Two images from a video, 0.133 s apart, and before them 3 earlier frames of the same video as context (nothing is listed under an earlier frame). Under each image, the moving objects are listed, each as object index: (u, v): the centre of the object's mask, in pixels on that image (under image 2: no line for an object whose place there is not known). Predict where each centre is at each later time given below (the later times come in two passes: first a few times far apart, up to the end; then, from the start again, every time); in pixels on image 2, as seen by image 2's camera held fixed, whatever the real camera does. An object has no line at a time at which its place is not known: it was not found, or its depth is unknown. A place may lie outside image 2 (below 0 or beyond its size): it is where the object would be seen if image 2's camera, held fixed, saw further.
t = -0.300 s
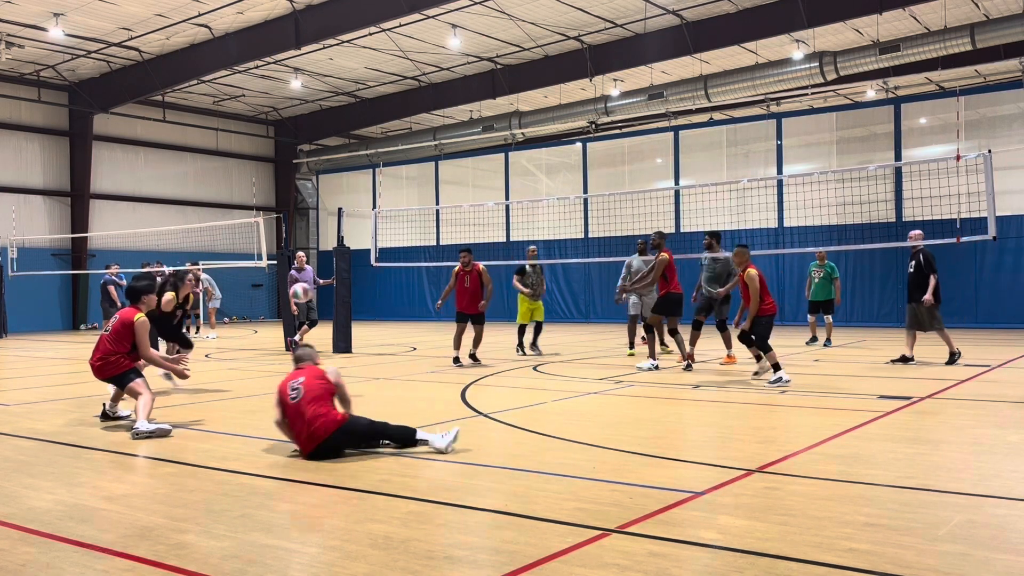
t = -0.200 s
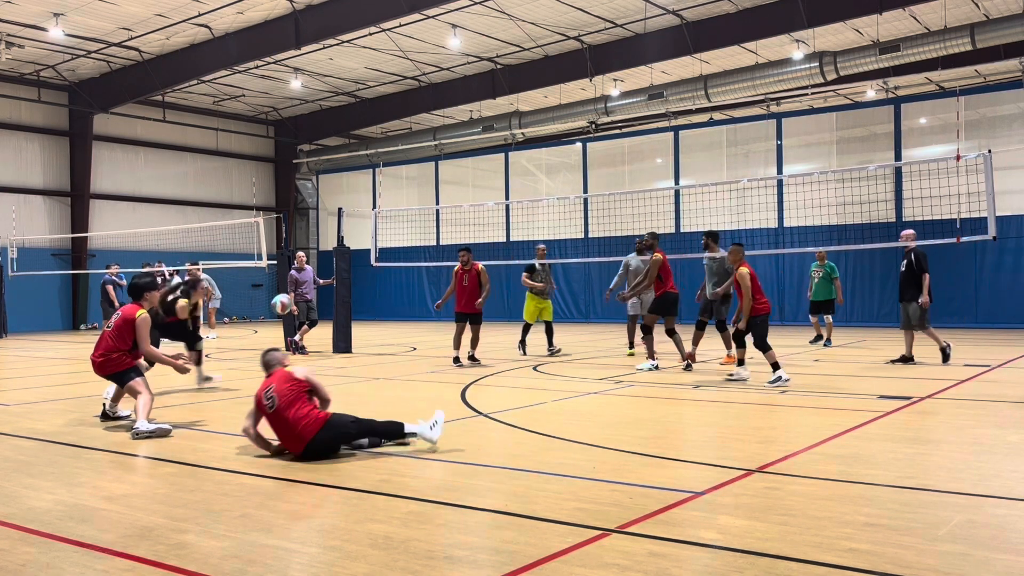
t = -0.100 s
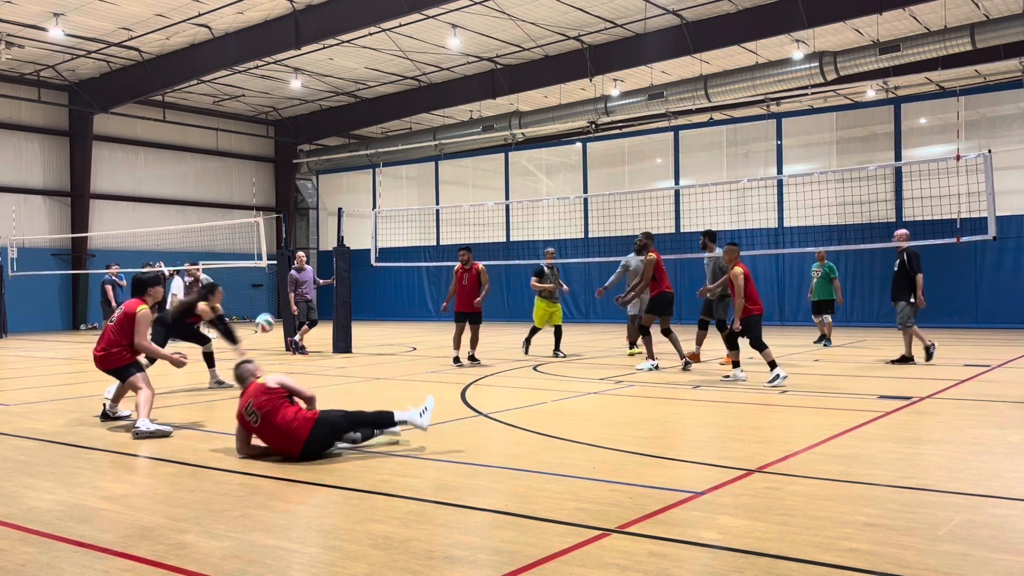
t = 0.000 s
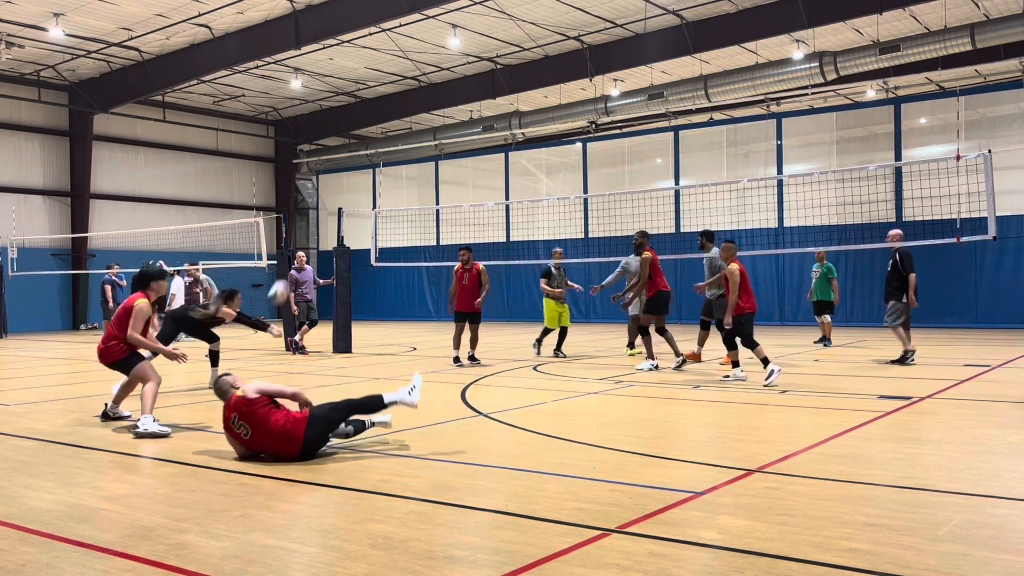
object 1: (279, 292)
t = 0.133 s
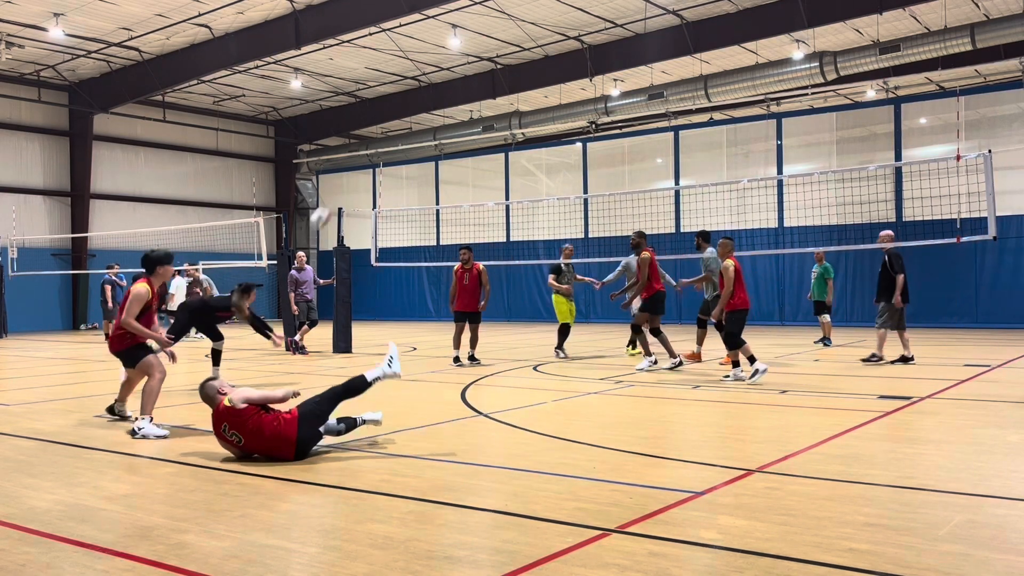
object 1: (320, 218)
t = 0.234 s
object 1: (350, 173)
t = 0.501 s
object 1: (426, 101)
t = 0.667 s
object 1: (472, 85)
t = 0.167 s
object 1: (329, 202)
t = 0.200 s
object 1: (340, 187)
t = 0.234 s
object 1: (350, 173)
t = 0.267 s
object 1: (360, 161)
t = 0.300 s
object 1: (369, 151)
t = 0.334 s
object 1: (379, 139)
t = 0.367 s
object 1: (388, 130)
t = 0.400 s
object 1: (397, 121)
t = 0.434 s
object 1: (407, 113)
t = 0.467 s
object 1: (416, 106)
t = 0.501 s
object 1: (426, 101)
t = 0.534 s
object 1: (435, 96)
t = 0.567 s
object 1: (444, 92)
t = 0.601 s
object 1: (453, 88)
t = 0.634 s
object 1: (463, 86)
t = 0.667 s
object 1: (472, 85)
